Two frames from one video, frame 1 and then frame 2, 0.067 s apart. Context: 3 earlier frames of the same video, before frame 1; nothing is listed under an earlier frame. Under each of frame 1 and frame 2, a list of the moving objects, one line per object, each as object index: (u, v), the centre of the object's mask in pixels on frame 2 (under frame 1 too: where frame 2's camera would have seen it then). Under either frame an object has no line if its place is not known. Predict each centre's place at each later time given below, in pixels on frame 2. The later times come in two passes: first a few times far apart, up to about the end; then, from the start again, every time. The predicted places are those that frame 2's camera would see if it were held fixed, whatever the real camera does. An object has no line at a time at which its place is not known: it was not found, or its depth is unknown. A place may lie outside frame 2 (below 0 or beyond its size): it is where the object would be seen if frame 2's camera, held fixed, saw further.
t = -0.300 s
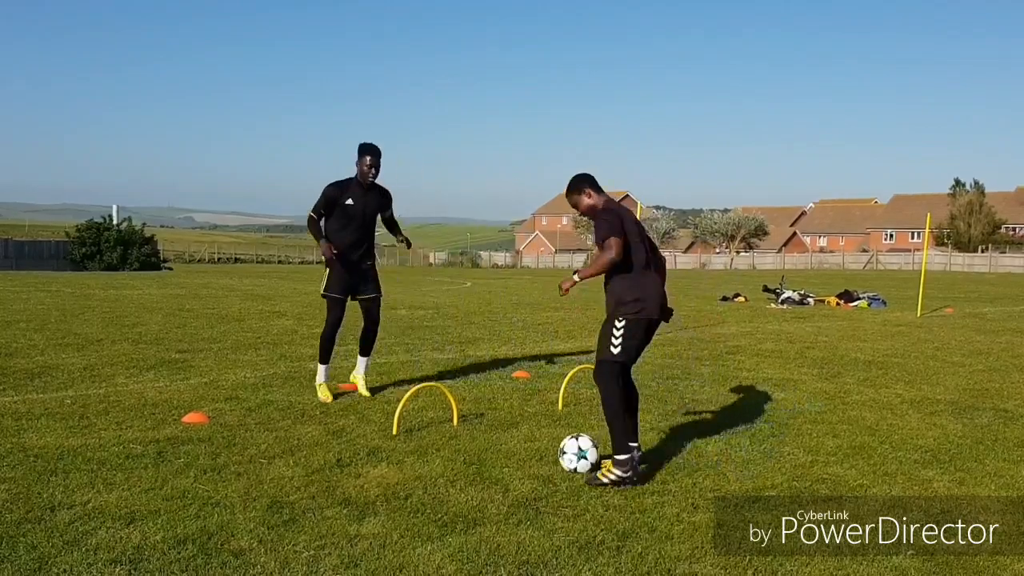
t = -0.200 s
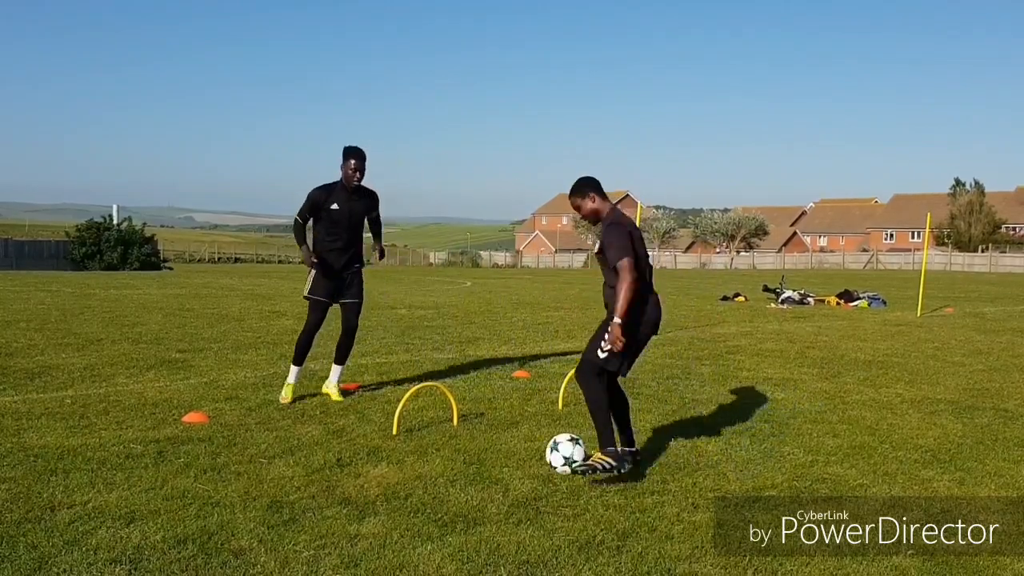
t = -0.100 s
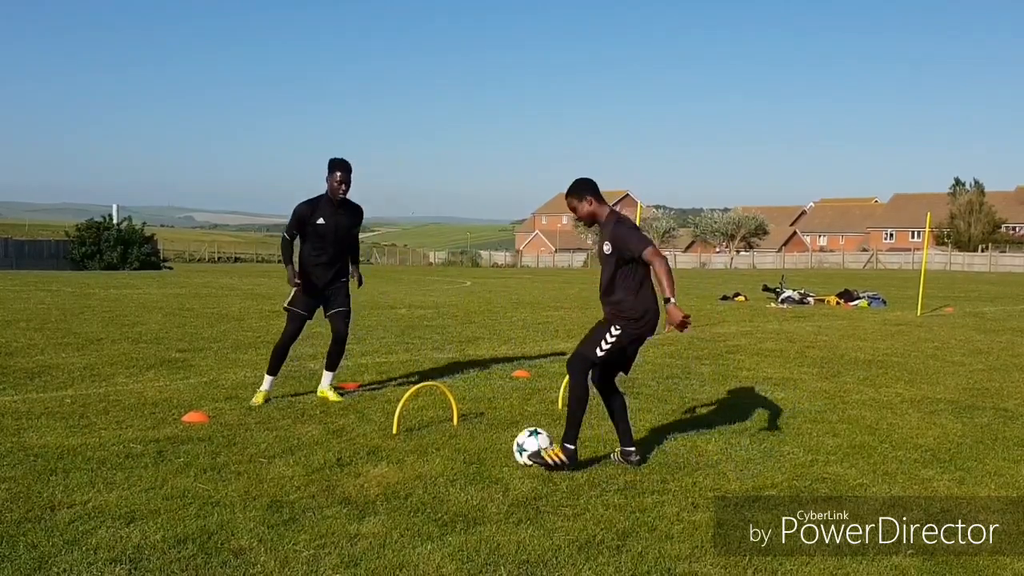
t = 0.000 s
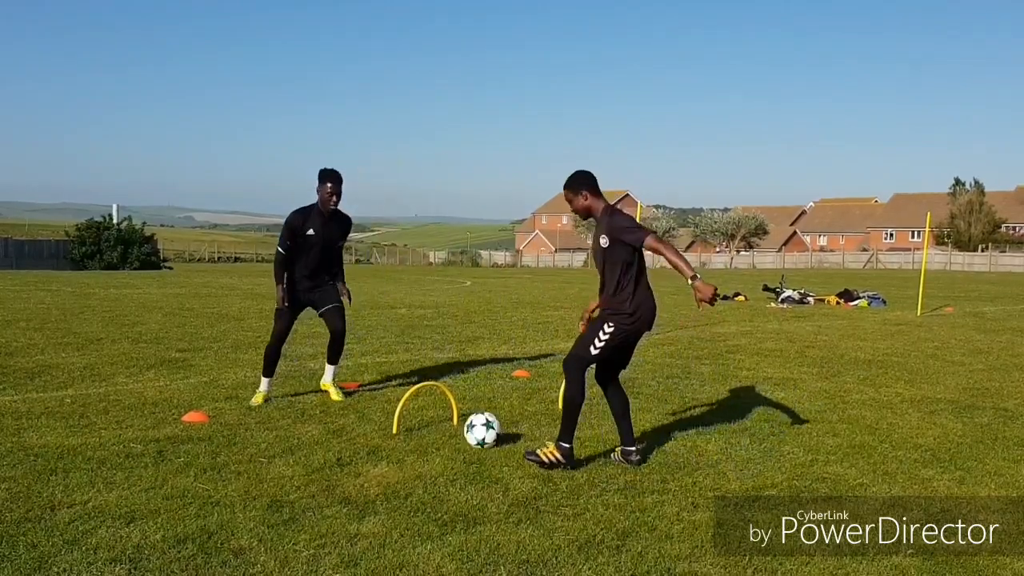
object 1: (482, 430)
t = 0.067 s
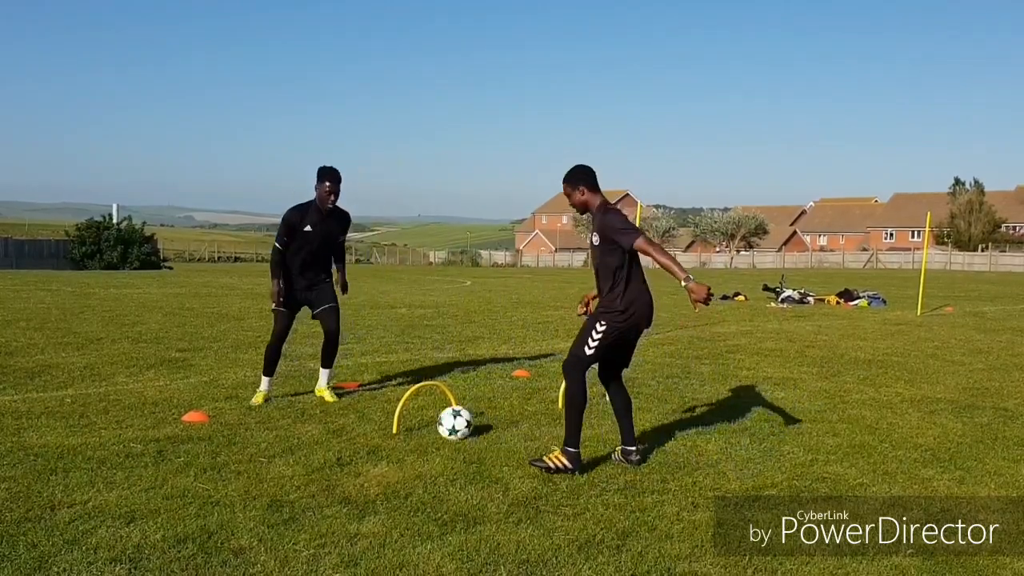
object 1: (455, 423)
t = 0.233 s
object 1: (406, 409)
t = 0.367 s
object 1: (374, 395)
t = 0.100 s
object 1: (445, 418)
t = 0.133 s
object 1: (434, 414)
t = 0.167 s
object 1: (424, 411)
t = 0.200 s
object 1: (416, 410)
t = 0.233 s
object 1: (406, 409)
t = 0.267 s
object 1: (396, 406)
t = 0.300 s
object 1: (387, 400)
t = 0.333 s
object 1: (381, 397)
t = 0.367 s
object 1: (374, 395)
